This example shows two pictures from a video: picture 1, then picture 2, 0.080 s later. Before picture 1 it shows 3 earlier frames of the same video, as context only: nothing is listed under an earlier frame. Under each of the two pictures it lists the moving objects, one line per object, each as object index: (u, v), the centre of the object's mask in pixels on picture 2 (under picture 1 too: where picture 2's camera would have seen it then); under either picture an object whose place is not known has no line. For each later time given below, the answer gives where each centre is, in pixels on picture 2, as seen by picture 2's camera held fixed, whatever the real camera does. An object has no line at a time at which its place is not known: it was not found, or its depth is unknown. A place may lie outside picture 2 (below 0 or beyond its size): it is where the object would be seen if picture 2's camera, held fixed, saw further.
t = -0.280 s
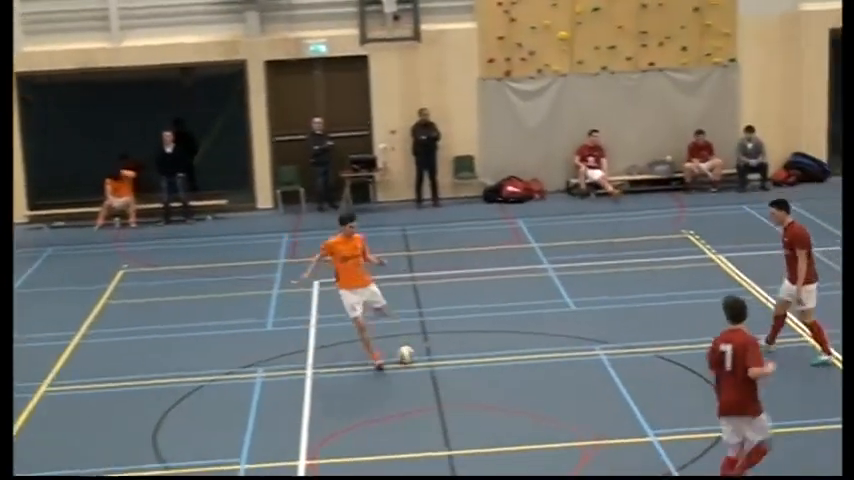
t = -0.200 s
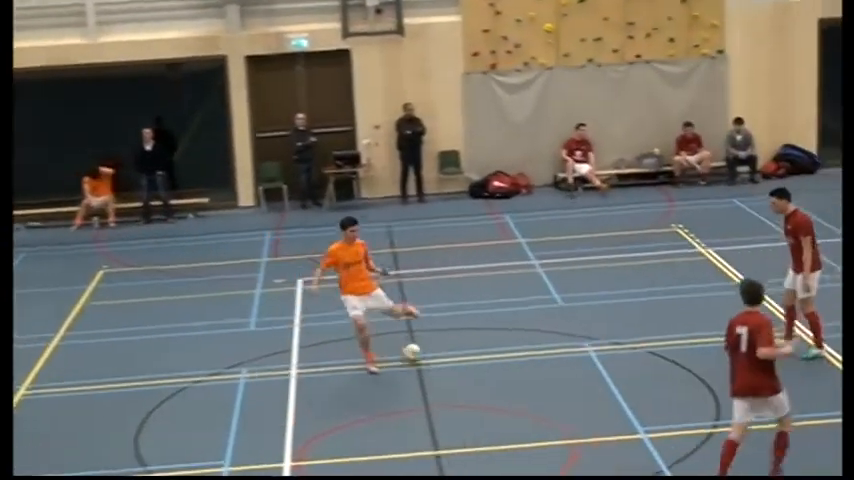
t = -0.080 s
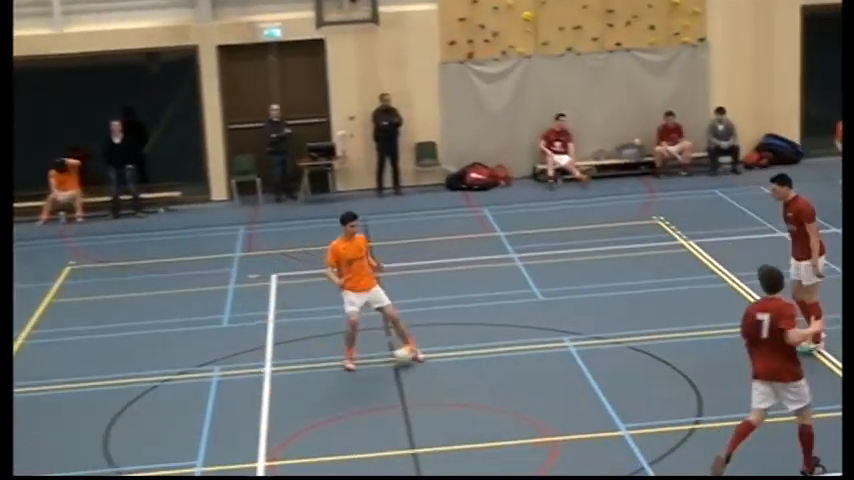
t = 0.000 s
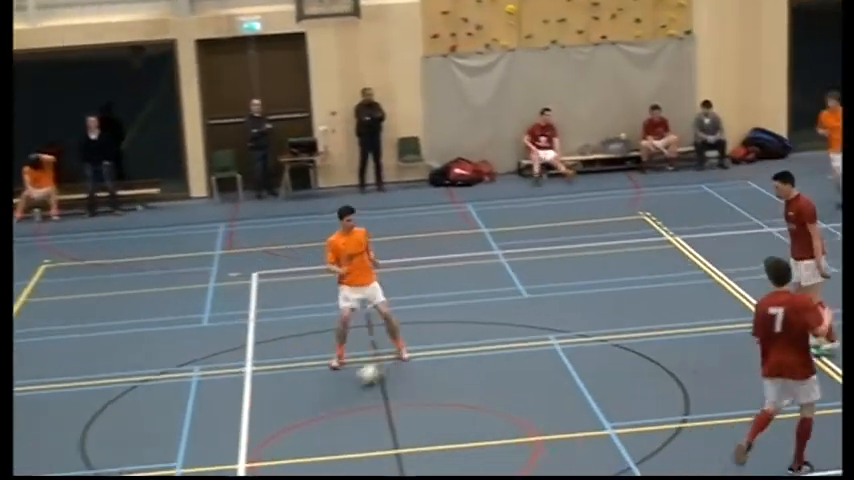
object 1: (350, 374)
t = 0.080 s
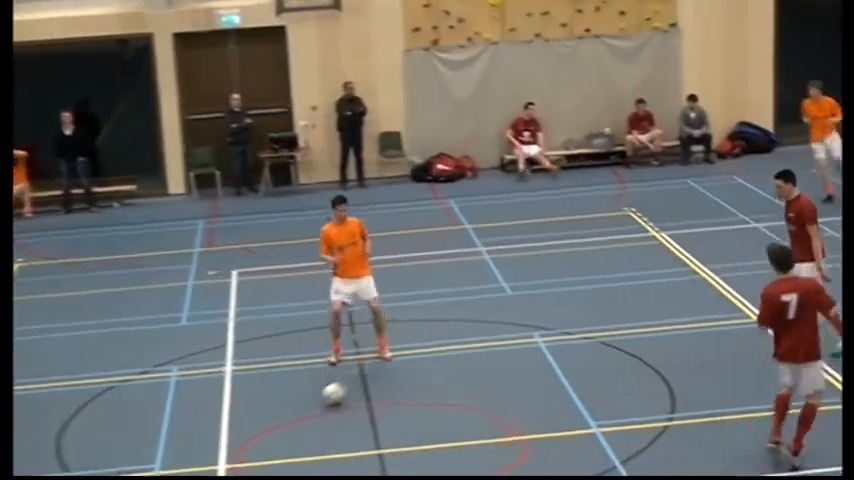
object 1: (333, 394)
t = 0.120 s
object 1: (326, 404)
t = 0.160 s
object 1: (317, 413)
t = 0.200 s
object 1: (309, 423)
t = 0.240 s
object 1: (301, 433)
